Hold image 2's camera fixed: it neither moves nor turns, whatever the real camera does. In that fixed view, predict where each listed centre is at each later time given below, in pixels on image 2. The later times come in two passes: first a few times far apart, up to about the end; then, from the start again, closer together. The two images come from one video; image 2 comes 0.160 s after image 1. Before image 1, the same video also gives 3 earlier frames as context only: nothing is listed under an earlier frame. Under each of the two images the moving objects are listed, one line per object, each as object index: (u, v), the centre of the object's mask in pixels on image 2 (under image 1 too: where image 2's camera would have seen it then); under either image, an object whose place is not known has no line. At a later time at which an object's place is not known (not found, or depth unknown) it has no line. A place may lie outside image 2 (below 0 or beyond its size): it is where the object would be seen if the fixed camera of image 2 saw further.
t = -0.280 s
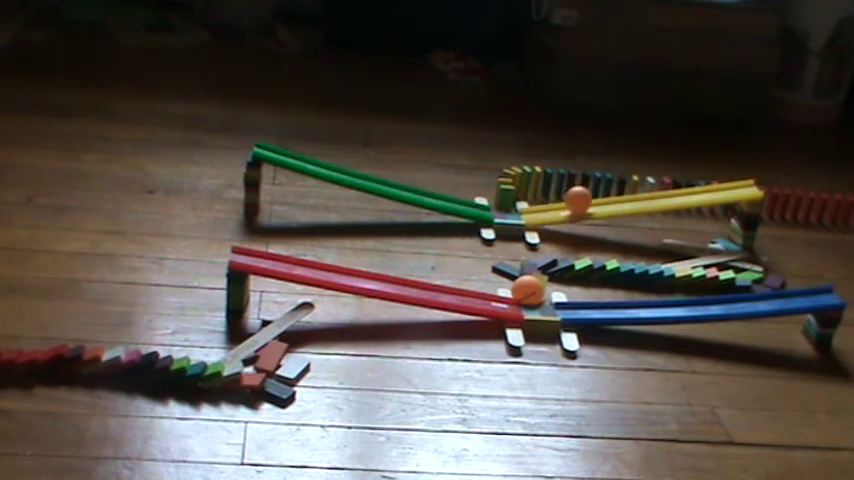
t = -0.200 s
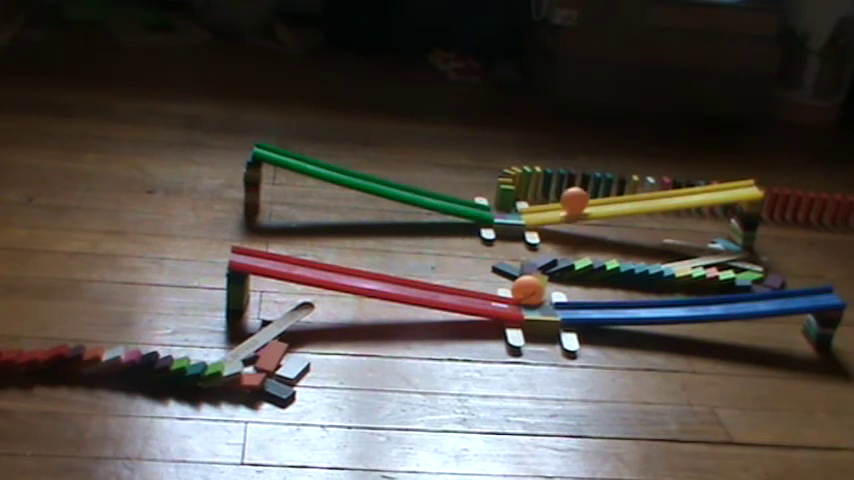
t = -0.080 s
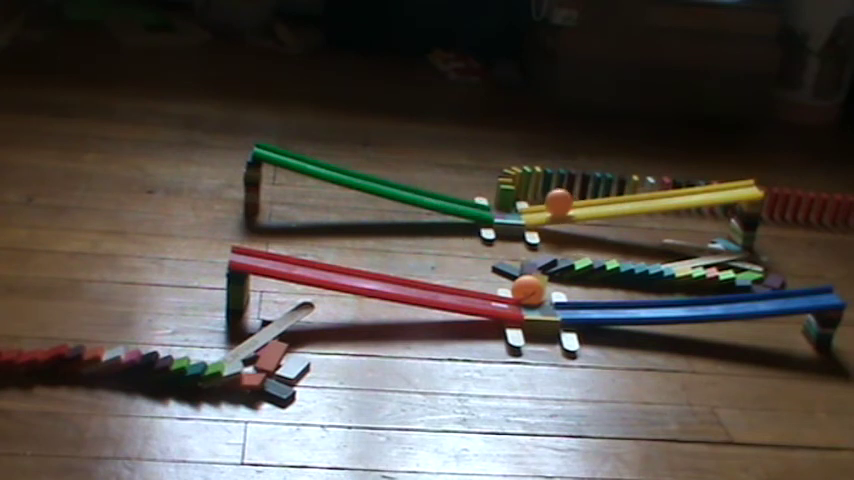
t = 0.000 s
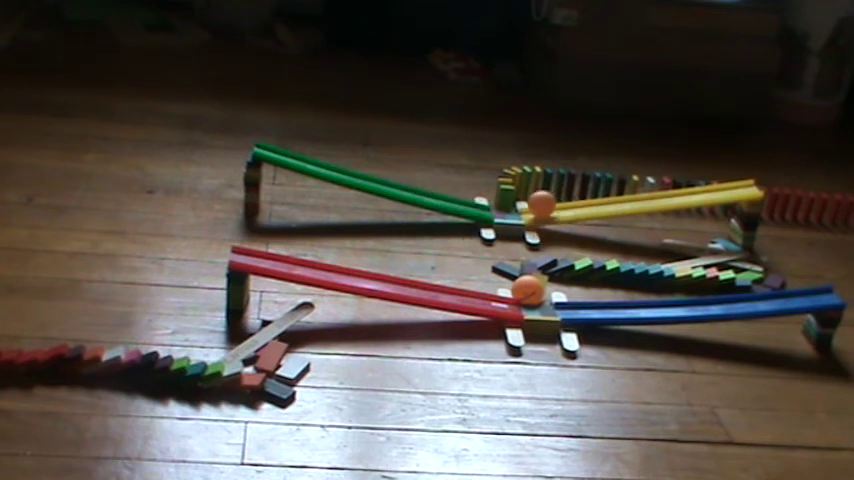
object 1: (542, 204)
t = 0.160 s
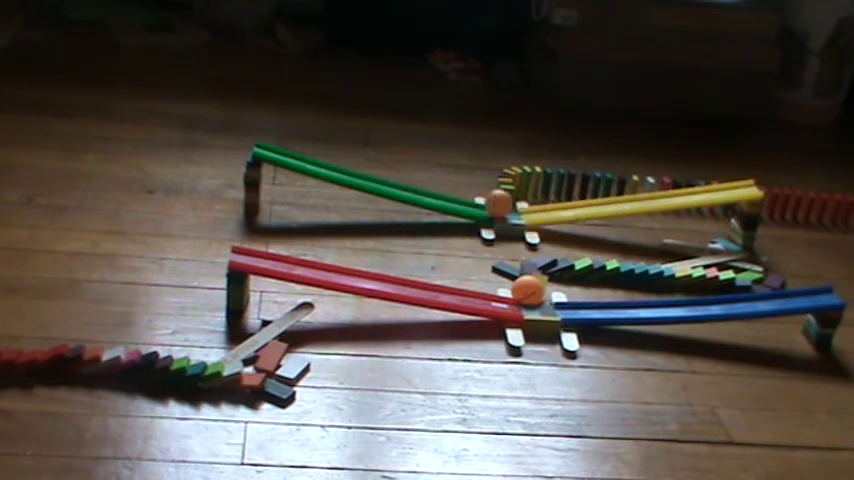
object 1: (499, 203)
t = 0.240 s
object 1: (478, 199)
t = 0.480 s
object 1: (444, 189)
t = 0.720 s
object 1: (449, 190)
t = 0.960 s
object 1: (491, 201)
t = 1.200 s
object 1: (542, 202)
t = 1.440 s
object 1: (552, 200)
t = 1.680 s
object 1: (517, 204)
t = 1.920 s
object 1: (473, 196)
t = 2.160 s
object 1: (462, 194)
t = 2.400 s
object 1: (487, 200)
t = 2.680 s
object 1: (530, 205)
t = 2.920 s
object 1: (526, 205)
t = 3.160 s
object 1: (499, 200)
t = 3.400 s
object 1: (497, 203)
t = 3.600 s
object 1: (492, 201)
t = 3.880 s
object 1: (493, 202)
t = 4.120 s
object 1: (494, 203)
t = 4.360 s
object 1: (494, 202)
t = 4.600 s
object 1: (493, 201)
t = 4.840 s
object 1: (493, 202)
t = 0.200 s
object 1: (487, 201)
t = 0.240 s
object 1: (478, 199)
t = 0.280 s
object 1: (469, 196)
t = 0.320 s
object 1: (462, 194)
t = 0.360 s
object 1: (455, 192)
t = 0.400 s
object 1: (450, 191)
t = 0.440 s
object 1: (447, 190)
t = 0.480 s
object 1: (444, 189)
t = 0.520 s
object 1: (443, 189)
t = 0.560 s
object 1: (442, 189)
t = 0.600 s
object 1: (443, 189)
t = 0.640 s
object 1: (444, 189)
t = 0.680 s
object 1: (446, 189)
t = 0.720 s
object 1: (449, 190)
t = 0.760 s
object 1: (453, 191)
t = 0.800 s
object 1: (459, 193)
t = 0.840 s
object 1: (465, 194)
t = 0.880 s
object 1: (473, 196)
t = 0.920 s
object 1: (481, 198)
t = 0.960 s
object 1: (491, 201)
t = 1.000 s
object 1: (501, 202)
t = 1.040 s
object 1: (509, 203)
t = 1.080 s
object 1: (519, 203)
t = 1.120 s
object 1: (528, 204)
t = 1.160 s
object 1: (536, 202)
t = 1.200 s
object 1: (542, 202)
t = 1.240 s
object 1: (547, 201)
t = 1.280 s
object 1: (551, 201)
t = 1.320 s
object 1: (553, 200)
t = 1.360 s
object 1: (554, 200)
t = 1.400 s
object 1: (554, 200)
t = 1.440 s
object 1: (552, 200)
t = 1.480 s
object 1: (550, 200)
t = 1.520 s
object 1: (545, 201)
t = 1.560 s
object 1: (540, 202)
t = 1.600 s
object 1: (533, 203)
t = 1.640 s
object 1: (526, 203)
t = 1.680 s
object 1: (517, 204)
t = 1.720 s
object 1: (509, 204)
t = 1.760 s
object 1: (501, 203)
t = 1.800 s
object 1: (493, 202)
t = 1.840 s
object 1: (485, 199)
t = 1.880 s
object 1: (479, 198)
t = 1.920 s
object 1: (473, 196)
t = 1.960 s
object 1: (468, 195)
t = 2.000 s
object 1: (465, 194)
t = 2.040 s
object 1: (463, 194)
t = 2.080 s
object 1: (462, 194)
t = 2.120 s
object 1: (462, 194)
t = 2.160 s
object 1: (462, 194)
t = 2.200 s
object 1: (464, 194)
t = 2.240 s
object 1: (466, 195)
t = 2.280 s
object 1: (470, 196)
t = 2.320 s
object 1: (475, 197)
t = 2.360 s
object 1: (481, 198)
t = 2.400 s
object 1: (487, 200)
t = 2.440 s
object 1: (495, 201)
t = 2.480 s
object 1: (502, 202)
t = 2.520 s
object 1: (508, 203)
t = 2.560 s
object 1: (515, 203)
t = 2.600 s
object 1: (521, 203)
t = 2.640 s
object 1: (526, 204)
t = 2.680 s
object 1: (530, 205)
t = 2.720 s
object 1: (533, 205)
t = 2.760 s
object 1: (534, 205)
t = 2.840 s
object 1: (533, 205)
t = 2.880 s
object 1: (530, 205)
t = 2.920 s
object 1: (526, 205)
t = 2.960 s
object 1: (521, 204)
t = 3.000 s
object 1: (516, 204)
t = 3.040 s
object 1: (510, 203)
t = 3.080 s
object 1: (507, 202)
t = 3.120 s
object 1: (502, 201)
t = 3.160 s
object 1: (499, 200)
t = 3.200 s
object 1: (499, 201)
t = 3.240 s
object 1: (499, 202)
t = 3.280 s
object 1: (498, 204)
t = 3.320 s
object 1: (498, 204)
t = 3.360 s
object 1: (498, 204)
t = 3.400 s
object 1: (497, 203)
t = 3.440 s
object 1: (496, 203)
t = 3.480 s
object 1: (495, 202)
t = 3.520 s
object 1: (494, 202)
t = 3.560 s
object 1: (493, 201)
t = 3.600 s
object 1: (492, 201)
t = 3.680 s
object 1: (493, 202)
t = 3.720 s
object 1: (494, 202)
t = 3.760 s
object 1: (494, 202)
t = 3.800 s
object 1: (494, 202)
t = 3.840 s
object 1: (494, 202)
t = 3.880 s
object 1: (493, 202)
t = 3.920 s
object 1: (493, 202)
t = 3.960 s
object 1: (493, 202)
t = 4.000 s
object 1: (494, 203)
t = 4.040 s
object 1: (494, 203)
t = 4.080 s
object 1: (494, 203)
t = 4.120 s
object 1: (494, 203)
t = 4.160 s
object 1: (493, 202)
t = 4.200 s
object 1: (493, 202)
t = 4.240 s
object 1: (493, 202)
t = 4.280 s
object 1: (494, 202)
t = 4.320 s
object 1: (494, 202)
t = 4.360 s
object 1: (494, 202)
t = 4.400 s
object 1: (493, 202)
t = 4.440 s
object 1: (493, 202)
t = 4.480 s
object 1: (492, 201)
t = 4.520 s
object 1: (493, 201)
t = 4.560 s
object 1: (493, 201)
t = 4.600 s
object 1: (493, 201)
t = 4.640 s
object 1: (493, 201)
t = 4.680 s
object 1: (492, 201)
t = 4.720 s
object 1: (492, 201)
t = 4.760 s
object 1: (493, 201)
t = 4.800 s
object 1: (493, 201)
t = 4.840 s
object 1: (493, 202)
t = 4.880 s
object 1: (493, 202)
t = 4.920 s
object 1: (493, 202)
